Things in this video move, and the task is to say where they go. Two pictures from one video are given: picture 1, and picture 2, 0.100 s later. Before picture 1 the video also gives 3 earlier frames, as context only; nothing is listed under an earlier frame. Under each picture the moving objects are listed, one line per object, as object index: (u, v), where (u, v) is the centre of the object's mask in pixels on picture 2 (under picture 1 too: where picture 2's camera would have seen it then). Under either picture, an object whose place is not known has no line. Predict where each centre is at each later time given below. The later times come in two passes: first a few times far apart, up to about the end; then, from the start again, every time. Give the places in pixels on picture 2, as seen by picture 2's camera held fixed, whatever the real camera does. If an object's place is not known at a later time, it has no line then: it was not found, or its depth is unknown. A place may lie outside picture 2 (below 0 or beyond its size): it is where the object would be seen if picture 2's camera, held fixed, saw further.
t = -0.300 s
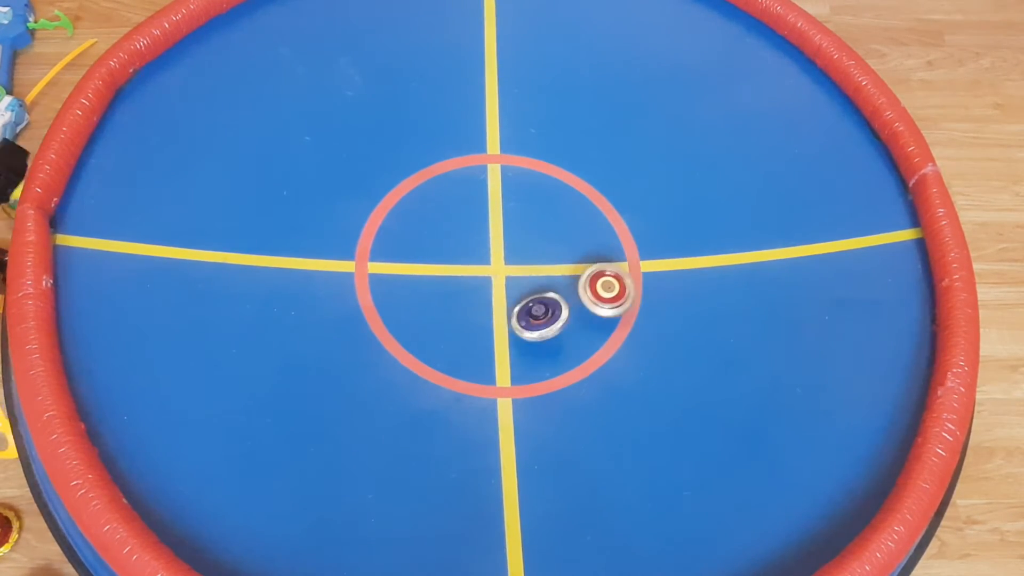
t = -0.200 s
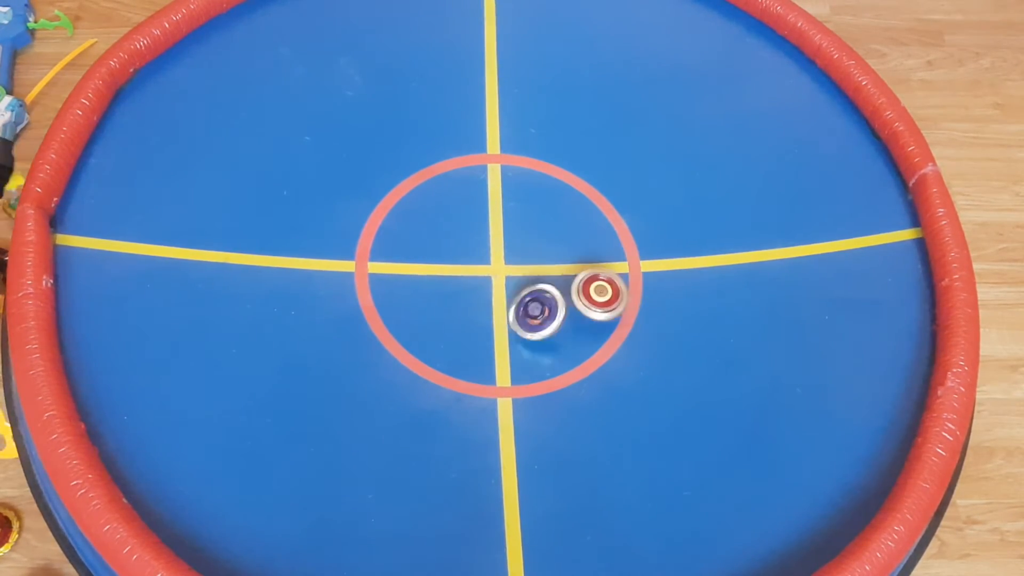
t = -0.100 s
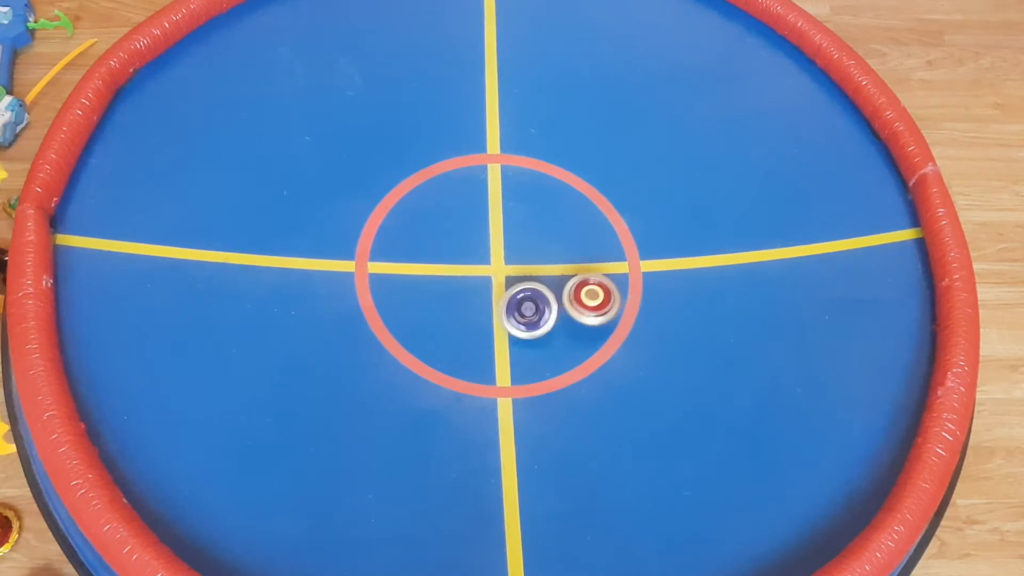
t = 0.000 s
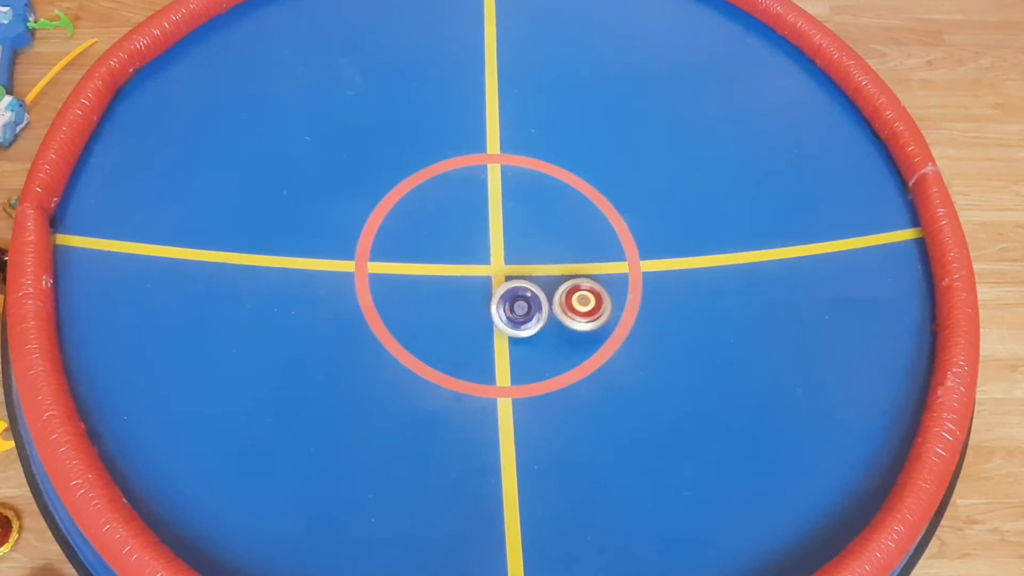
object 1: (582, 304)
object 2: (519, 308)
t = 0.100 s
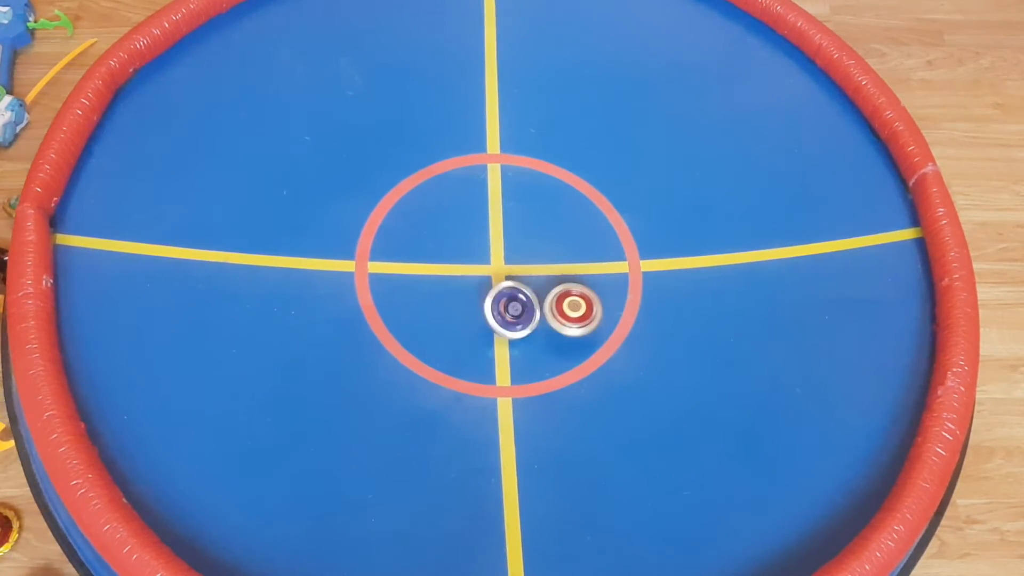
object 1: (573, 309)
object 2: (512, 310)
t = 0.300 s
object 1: (556, 318)
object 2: (502, 317)
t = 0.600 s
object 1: (569, 312)
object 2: (470, 322)
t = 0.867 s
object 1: (568, 295)
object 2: (468, 314)
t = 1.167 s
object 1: (553, 272)
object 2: (471, 306)
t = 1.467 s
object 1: (527, 255)
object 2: (472, 295)
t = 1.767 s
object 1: (506, 230)
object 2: (458, 310)
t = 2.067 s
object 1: (498, 205)
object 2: (468, 354)
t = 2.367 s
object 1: (474, 202)
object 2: (512, 358)
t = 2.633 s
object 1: (466, 220)
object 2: (564, 330)
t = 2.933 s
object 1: (484, 238)
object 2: (614, 276)
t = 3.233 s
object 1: (511, 237)
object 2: (648, 230)
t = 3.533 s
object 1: (527, 218)
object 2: (649, 213)
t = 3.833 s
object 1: (517, 198)
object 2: (647, 211)
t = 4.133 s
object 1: (496, 198)
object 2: (635, 204)
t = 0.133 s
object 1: (570, 311)
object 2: (510, 310)
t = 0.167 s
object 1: (566, 313)
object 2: (508, 312)
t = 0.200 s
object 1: (563, 314)
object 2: (507, 313)
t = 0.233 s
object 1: (559, 316)
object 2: (506, 315)
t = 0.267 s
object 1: (557, 317)
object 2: (504, 316)
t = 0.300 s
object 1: (556, 318)
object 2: (502, 317)
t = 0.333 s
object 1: (560, 316)
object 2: (494, 320)
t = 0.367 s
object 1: (563, 316)
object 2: (487, 321)
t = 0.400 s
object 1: (564, 316)
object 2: (481, 323)
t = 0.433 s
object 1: (565, 316)
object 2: (476, 323)
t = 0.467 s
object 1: (566, 316)
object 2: (474, 324)
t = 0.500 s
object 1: (568, 315)
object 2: (473, 324)
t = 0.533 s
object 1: (569, 314)
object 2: (472, 324)
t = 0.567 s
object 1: (569, 313)
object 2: (470, 323)
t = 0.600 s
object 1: (569, 312)
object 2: (470, 322)
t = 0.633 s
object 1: (570, 311)
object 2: (470, 321)
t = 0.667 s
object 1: (570, 309)
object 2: (471, 320)
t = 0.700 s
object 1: (570, 307)
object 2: (471, 319)
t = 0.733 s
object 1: (570, 305)
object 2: (470, 317)
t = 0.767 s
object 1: (569, 302)
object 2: (470, 316)
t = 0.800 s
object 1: (569, 300)
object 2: (469, 315)
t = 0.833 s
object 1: (568, 298)
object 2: (469, 314)
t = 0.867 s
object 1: (568, 295)
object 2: (468, 314)
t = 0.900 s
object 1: (567, 292)
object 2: (468, 313)
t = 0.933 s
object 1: (565, 289)
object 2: (468, 313)
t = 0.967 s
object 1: (564, 287)
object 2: (468, 312)
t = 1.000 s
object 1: (563, 285)
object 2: (469, 311)
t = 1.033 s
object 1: (561, 282)
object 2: (470, 311)
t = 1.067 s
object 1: (559, 279)
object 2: (471, 310)
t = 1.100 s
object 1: (557, 277)
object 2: (472, 308)
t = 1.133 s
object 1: (555, 274)
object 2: (471, 307)
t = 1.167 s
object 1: (553, 272)
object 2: (471, 306)
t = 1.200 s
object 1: (550, 269)
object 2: (471, 305)
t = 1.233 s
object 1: (548, 267)
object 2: (471, 305)
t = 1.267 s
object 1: (545, 265)
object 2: (472, 304)
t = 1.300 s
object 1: (543, 263)
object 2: (473, 303)
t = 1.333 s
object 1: (540, 261)
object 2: (474, 301)
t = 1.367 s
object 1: (537, 259)
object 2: (474, 300)
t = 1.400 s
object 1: (533, 258)
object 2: (473, 298)
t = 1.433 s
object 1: (531, 256)
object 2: (473, 297)
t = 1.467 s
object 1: (527, 255)
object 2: (472, 295)
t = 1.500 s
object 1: (524, 254)
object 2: (471, 293)
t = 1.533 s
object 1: (521, 253)
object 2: (469, 292)
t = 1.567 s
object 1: (517, 252)
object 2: (468, 291)
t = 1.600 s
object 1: (514, 251)
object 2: (468, 289)
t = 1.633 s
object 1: (510, 251)
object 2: (467, 289)
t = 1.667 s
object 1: (507, 250)
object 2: (466, 289)
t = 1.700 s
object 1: (503, 249)
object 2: (466, 290)
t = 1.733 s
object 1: (505, 239)
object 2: (462, 301)
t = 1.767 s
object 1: (506, 230)
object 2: (458, 310)
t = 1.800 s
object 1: (507, 224)
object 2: (455, 318)
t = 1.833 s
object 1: (506, 221)
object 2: (454, 325)
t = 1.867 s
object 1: (505, 219)
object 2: (453, 331)
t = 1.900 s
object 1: (506, 217)
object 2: (455, 336)
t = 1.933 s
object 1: (505, 214)
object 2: (456, 341)
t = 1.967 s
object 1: (503, 212)
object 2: (459, 345)
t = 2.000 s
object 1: (502, 209)
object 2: (461, 349)
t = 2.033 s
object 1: (500, 207)
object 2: (465, 352)
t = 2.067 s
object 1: (498, 205)
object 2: (468, 354)
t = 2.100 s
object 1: (495, 204)
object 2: (472, 356)
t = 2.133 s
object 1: (493, 202)
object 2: (476, 358)
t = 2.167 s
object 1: (490, 201)
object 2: (480, 359)
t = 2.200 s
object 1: (487, 201)
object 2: (485, 361)
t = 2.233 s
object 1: (485, 200)
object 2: (490, 361)
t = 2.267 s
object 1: (482, 200)
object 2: (495, 361)
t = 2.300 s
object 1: (479, 200)
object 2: (500, 360)
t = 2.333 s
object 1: (476, 201)
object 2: (506, 360)
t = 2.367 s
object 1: (474, 202)
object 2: (512, 358)
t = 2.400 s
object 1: (472, 204)
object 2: (519, 356)
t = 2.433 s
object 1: (470, 206)
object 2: (526, 354)
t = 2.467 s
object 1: (468, 207)
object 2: (532, 351)
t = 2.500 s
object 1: (467, 210)
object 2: (538, 347)
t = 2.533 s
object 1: (466, 212)
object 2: (544, 343)
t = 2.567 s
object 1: (466, 215)
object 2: (550, 339)
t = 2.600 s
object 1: (466, 217)
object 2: (557, 335)
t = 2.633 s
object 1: (466, 220)
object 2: (564, 330)
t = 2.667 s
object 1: (467, 222)
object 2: (570, 325)
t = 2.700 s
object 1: (468, 225)
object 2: (576, 320)
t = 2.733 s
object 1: (470, 227)
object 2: (582, 313)
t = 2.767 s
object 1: (471, 230)
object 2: (588, 307)
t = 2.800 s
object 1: (473, 232)
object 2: (593, 301)
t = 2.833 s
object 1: (476, 234)
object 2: (599, 295)
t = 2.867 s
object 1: (478, 235)
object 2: (604, 290)
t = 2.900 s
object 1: (481, 237)
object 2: (609, 283)
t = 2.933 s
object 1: (484, 238)
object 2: (614, 276)
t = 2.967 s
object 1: (487, 239)
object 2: (619, 270)
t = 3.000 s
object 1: (490, 240)
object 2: (623, 263)
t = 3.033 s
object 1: (493, 241)
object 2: (628, 259)
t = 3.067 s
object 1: (496, 241)
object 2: (632, 253)
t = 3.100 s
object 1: (500, 241)
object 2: (637, 248)
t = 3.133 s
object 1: (503, 240)
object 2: (639, 243)
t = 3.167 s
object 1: (506, 239)
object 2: (644, 239)
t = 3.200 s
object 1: (509, 239)
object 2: (646, 235)
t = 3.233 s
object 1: (511, 237)
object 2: (648, 230)
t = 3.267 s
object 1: (514, 236)
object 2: (650, 227)
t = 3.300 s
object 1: (517, 234)
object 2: (650, 224)
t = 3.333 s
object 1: (518, 233)
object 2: (651, 221)
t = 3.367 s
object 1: (521, 231)
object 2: (651, 219)
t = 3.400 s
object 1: (523, 228)
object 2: (651, 217)
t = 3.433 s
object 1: (524, 226)
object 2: (651, 216)
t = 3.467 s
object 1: (525, 223)
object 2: (650, 215)
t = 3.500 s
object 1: (526, 221)
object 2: (650, 214)
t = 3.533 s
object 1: (527, 218)
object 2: (649, 213)
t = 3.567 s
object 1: (527, 216)
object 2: (649, 212)
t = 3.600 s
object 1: (526, 213)
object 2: (648, 212)
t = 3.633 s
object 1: (526, 211)
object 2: (648, 211)
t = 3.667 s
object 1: (525, 208)
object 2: (648, 211)
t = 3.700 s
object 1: (524, 206)
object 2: (648, 211)
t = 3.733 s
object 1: (522, 203)
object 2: (648, 211)
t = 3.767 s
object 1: (521, 202)
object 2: (648, 211)
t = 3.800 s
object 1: (519, 199)
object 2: (648, 211)
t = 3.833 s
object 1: (517, 198)
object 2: (647, 211)
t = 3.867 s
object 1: (515, 196)
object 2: (647, 210)
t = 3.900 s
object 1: (512, 196)
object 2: (646, 210)
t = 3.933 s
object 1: (510, 194)
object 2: (645, 210)
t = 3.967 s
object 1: (507, 194)
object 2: (644, 210)
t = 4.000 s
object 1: (505, 194)
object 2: (642, 209)
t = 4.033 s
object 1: (502, 195)
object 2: (640, 208)
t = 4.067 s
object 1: (500, 195)
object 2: (638, 207)
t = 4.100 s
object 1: (498, 196)
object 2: (636, 206)
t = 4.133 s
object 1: (496, 198)
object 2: (635, 204)
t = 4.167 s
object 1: (494, 199)
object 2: (634, 202)
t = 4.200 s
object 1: (493, 201)
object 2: (634, 201)
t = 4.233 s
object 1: (491, 203)
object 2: (634, 200)
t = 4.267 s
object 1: (491, 205)
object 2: (634, 199)
